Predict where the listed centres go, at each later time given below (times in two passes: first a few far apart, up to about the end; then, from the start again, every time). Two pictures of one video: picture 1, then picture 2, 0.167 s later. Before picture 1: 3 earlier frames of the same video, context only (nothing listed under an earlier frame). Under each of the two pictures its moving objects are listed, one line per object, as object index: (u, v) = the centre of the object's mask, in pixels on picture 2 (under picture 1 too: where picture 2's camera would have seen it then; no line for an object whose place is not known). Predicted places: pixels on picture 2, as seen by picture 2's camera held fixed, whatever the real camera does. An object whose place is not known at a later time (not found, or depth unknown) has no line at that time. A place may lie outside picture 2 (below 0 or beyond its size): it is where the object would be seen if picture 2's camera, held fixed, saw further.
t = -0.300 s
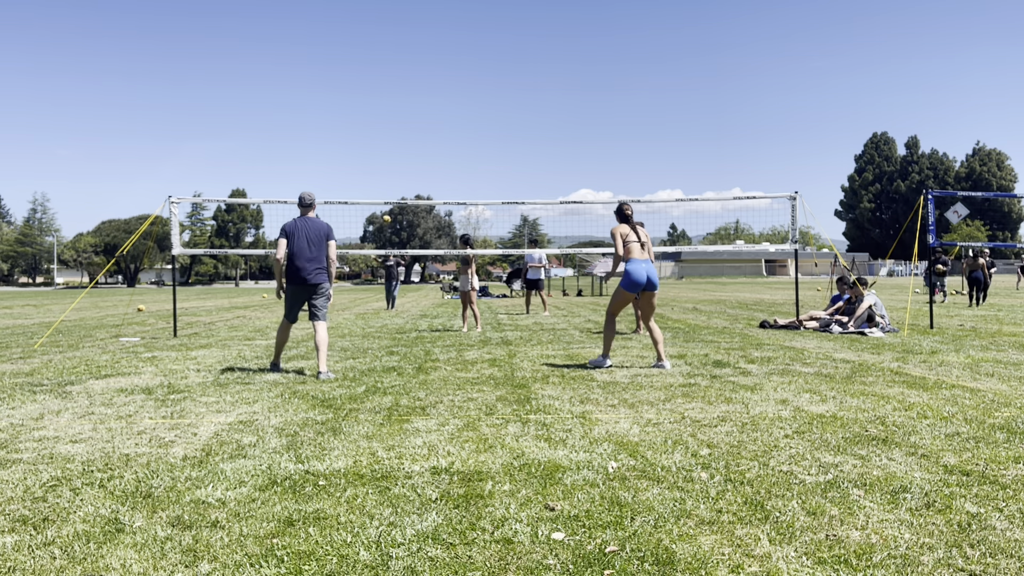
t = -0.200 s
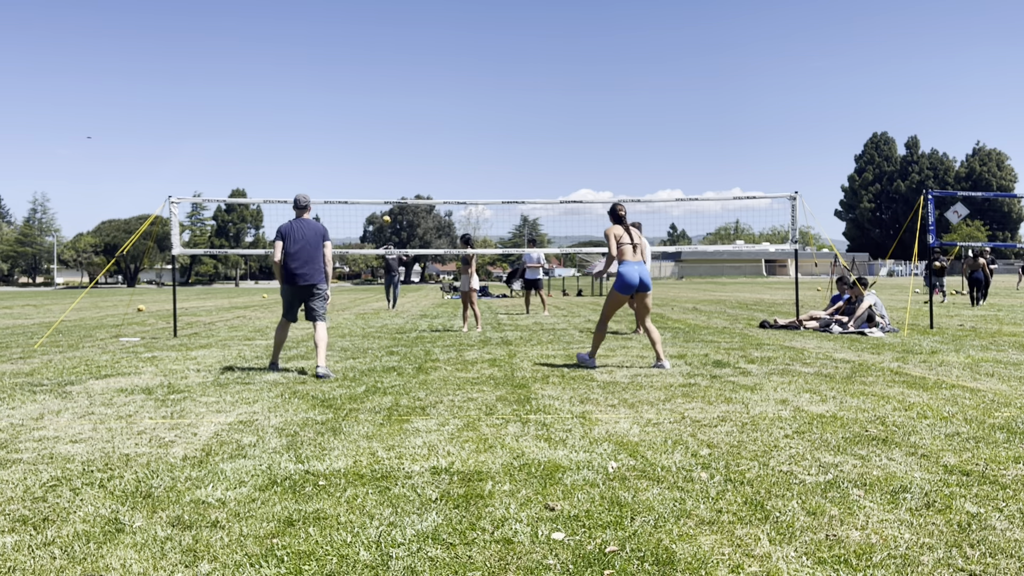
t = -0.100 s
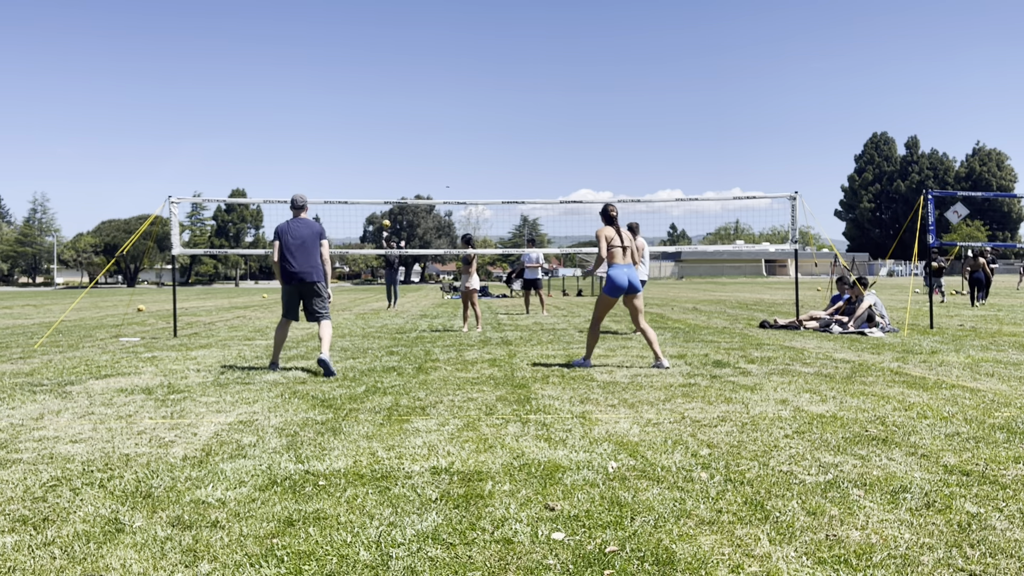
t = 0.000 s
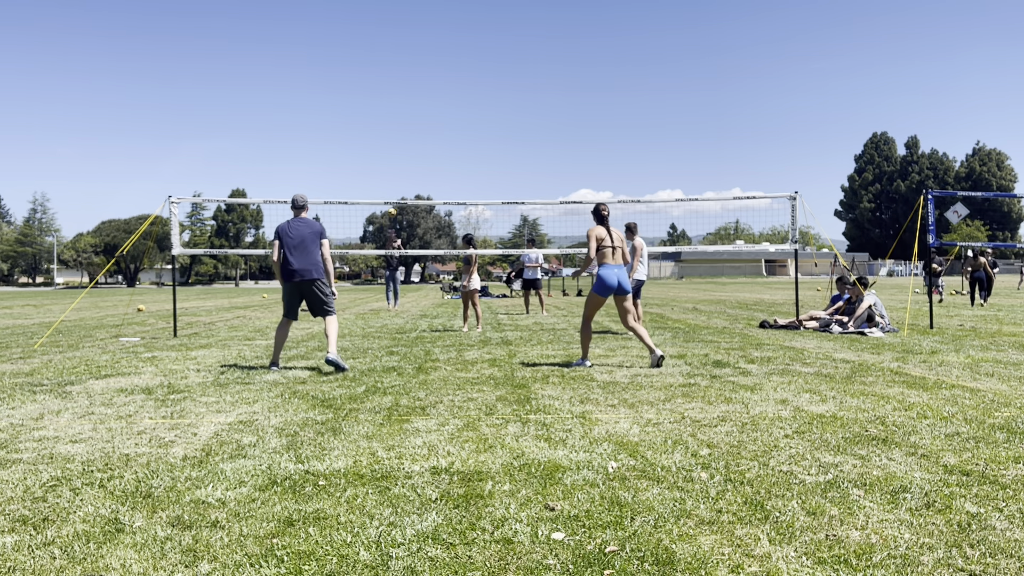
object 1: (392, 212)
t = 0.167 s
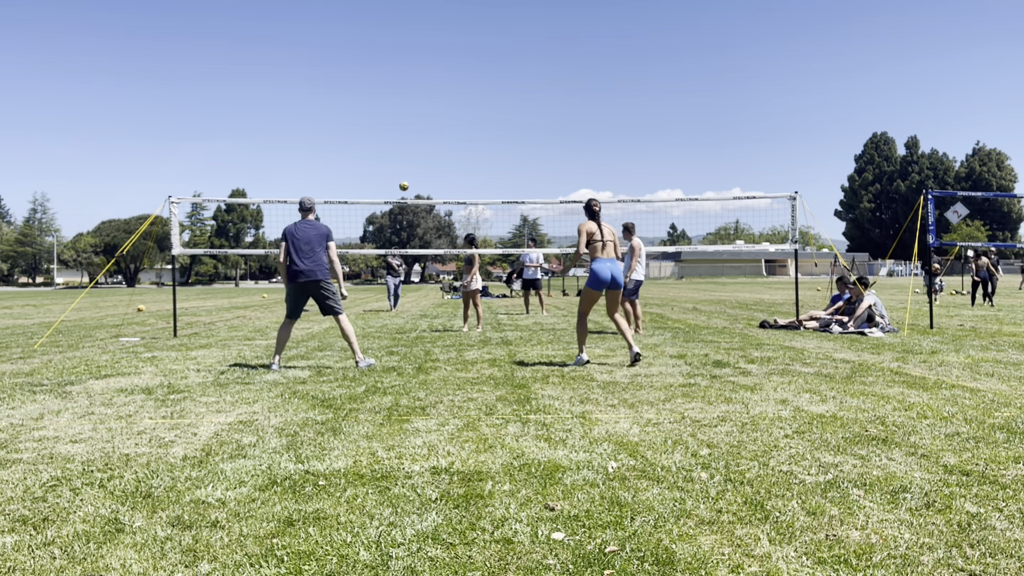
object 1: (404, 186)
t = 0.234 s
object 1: (409, 178)
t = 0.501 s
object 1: (438, 162)
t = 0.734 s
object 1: (479, 186)
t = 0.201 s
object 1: (406, 182)
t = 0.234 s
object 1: (409, 178)
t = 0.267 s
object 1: (412, 174)
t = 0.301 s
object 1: (415, 171)
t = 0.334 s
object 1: (418, 168)
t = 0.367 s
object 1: (422, 166)
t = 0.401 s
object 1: (426, 164)
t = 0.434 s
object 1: (430, 162)
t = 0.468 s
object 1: (434, 162)
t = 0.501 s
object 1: (438, 162)
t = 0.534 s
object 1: (442, 162)
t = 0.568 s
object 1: (447, 164)
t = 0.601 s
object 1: (453, 167)
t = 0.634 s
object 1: (458, 170)
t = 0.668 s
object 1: (465, 174)
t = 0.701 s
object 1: (472, 180)
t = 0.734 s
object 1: (479, 186)
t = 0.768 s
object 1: (487, 194)
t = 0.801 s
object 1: (496, 203)
